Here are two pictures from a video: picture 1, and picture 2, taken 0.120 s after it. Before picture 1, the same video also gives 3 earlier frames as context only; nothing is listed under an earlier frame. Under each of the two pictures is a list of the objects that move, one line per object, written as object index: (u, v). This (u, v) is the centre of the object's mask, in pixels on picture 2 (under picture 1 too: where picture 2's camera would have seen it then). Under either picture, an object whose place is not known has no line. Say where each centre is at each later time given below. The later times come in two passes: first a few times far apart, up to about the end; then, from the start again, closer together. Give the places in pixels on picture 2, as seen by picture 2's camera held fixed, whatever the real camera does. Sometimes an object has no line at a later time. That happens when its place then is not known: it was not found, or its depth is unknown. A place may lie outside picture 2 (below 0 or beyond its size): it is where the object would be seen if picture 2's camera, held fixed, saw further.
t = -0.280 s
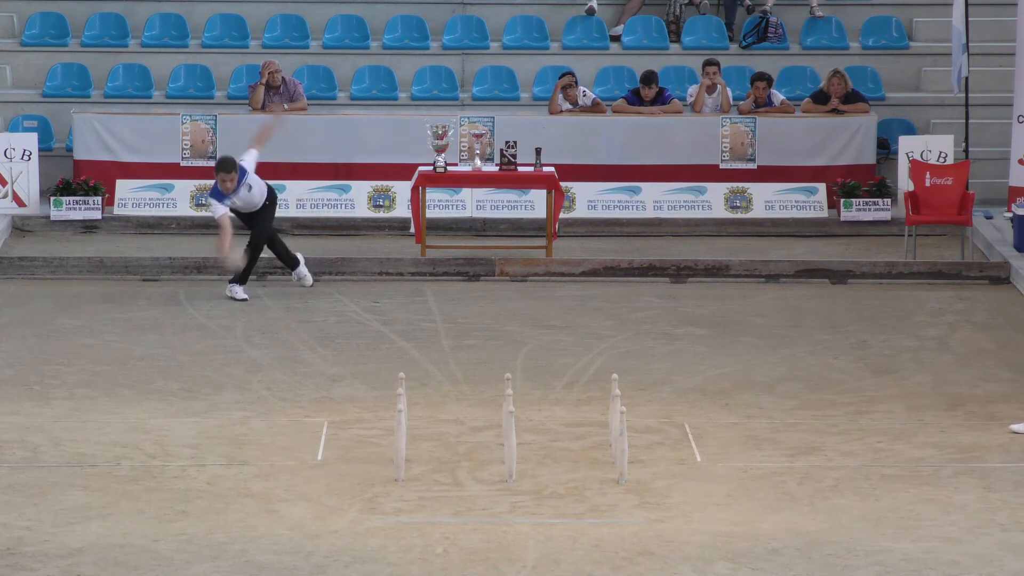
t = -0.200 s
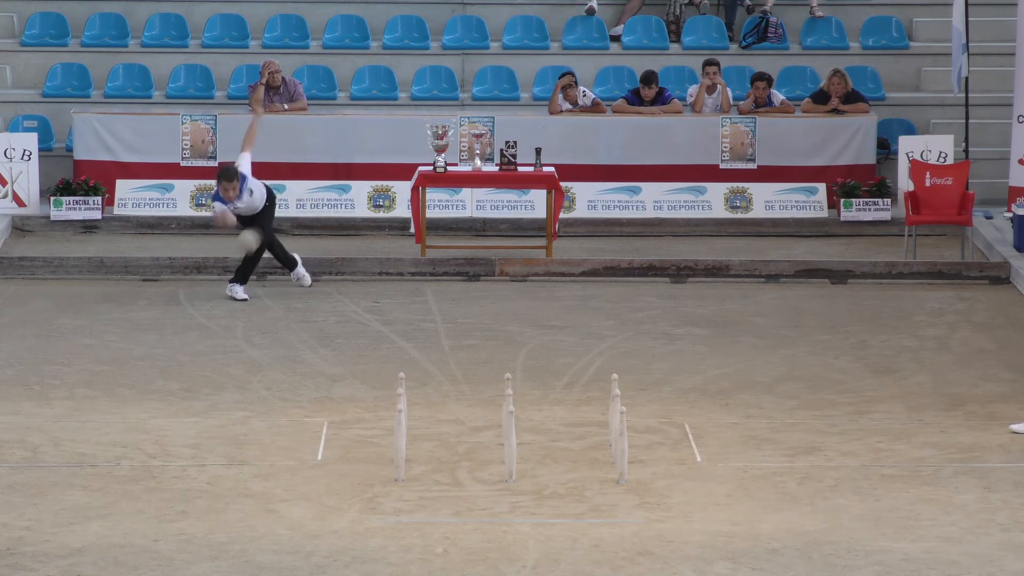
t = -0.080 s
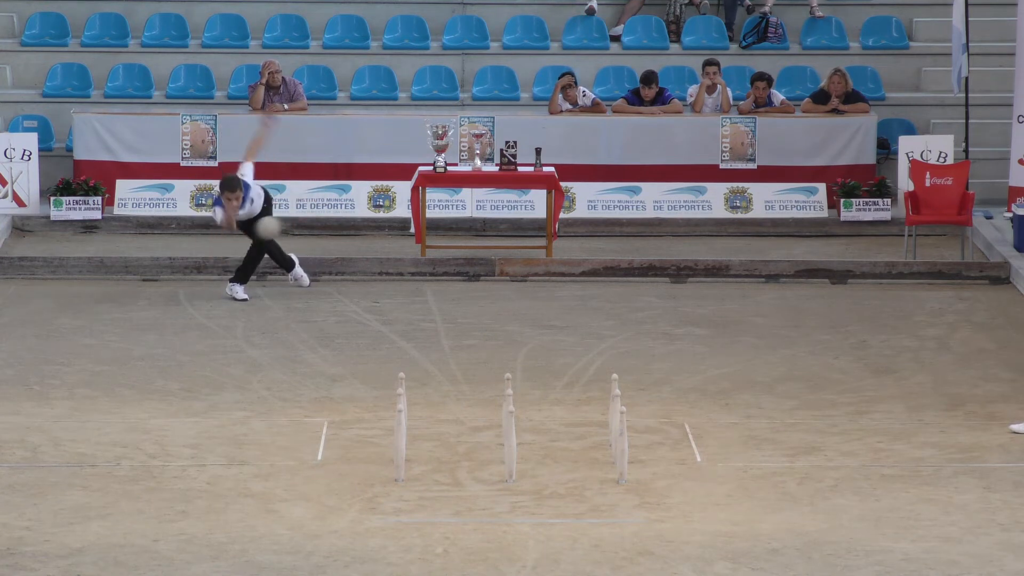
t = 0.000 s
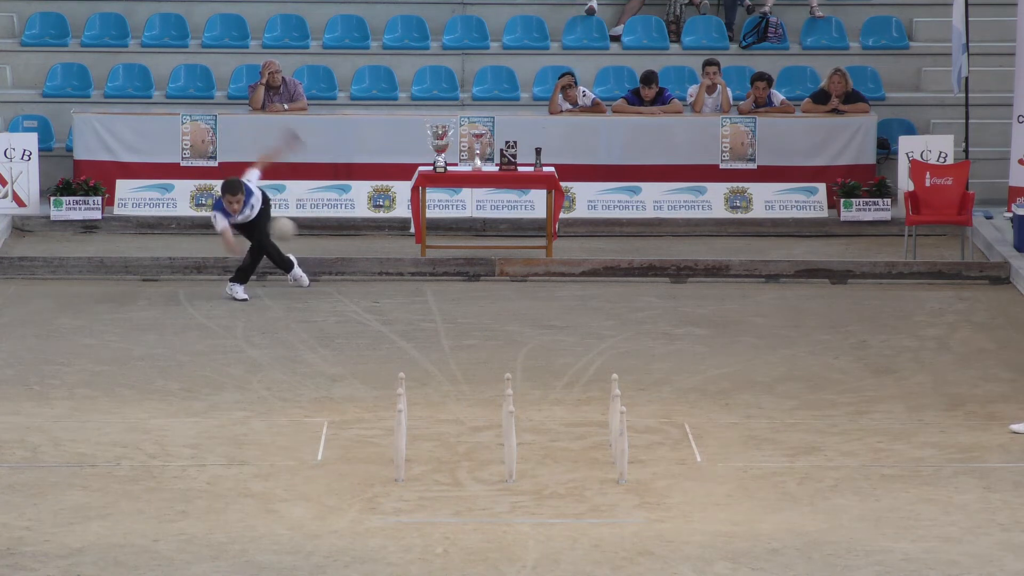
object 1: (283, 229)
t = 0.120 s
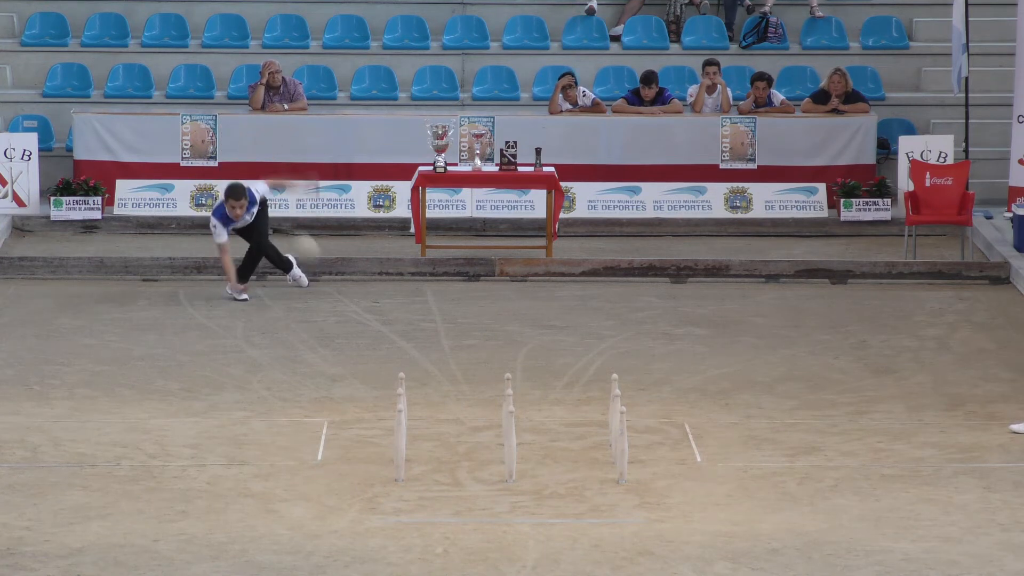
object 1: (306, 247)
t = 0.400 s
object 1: (365, 388)
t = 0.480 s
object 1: (381, 416)
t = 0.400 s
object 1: (365, 388)
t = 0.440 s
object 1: (374, 417)
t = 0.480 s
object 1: (381, 416)
